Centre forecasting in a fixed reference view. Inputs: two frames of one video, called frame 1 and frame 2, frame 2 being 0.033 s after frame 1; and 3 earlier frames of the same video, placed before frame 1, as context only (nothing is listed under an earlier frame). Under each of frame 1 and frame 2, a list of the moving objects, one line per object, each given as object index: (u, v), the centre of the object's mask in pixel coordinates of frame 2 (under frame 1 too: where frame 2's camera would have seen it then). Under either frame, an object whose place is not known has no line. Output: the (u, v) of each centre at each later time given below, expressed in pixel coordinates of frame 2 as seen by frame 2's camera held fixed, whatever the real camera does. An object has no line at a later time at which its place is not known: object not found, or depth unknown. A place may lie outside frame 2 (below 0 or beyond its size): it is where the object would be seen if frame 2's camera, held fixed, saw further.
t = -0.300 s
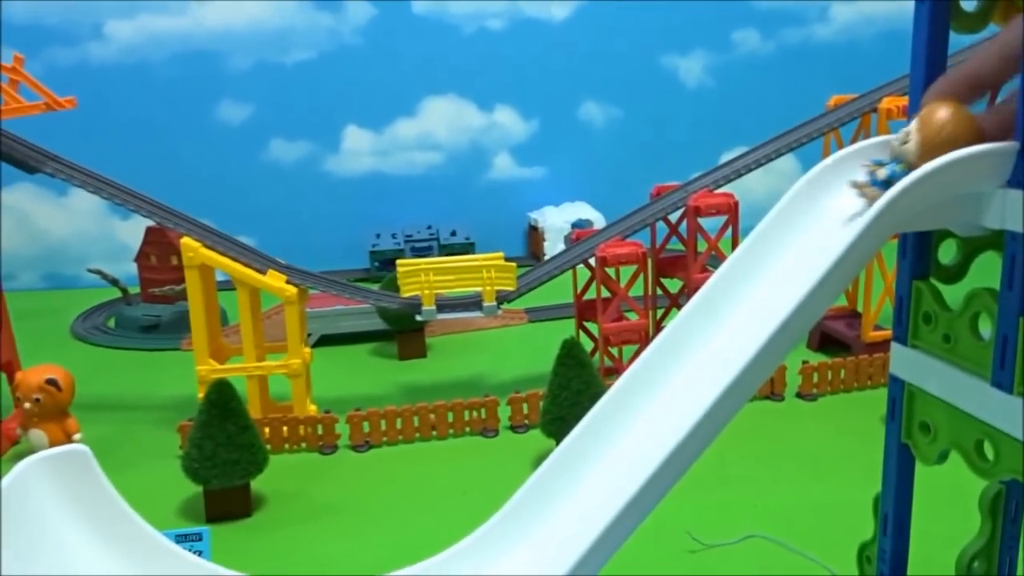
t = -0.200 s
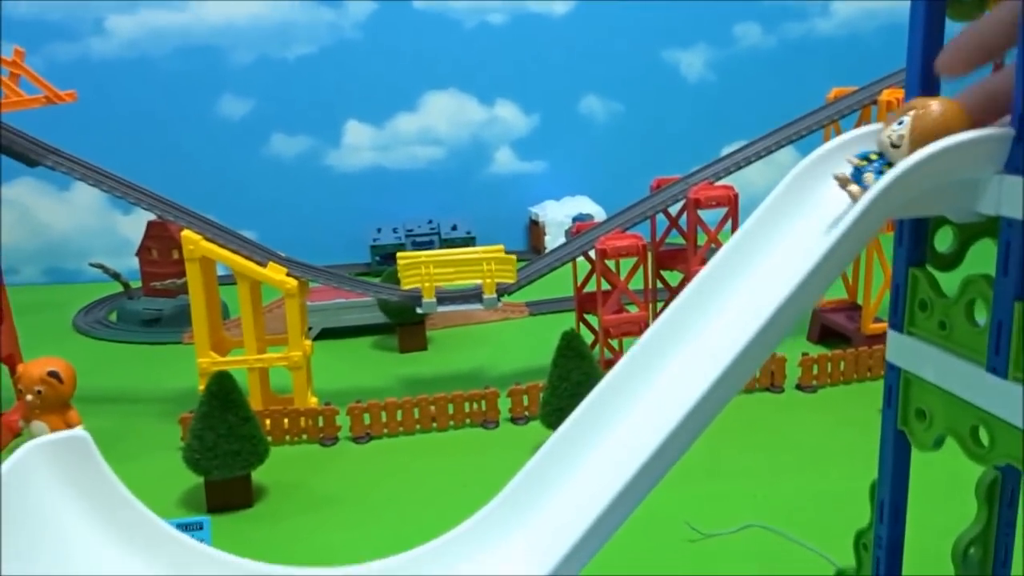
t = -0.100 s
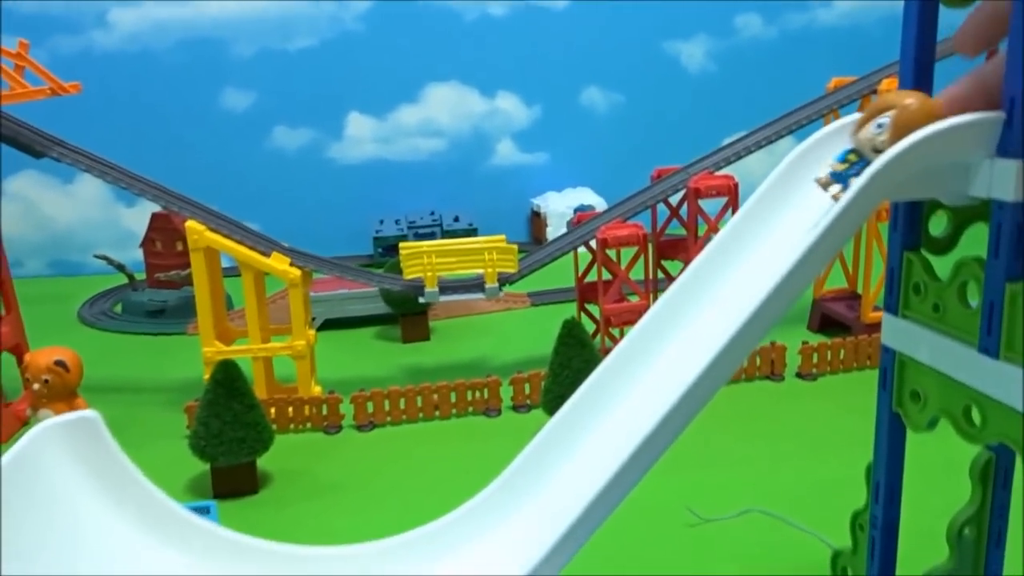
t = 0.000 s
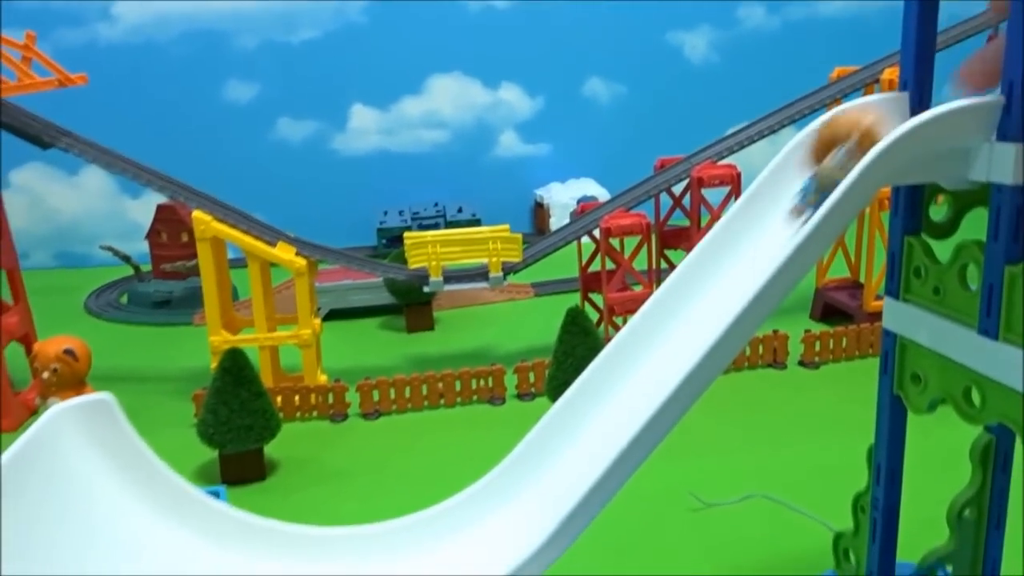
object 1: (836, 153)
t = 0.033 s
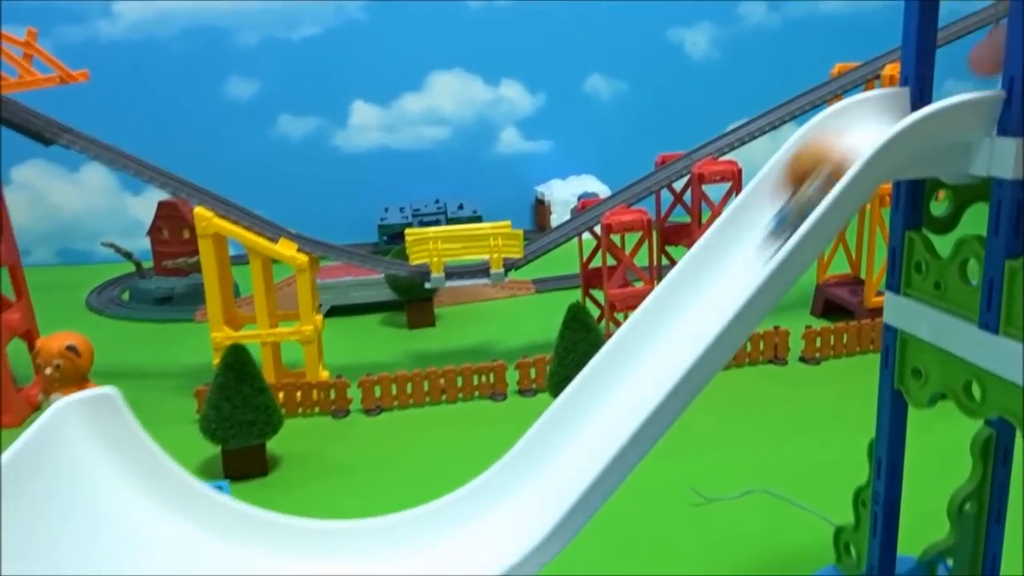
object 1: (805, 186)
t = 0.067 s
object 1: (770, 229)
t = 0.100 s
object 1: (720, 289)
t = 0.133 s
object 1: (662, 357)
